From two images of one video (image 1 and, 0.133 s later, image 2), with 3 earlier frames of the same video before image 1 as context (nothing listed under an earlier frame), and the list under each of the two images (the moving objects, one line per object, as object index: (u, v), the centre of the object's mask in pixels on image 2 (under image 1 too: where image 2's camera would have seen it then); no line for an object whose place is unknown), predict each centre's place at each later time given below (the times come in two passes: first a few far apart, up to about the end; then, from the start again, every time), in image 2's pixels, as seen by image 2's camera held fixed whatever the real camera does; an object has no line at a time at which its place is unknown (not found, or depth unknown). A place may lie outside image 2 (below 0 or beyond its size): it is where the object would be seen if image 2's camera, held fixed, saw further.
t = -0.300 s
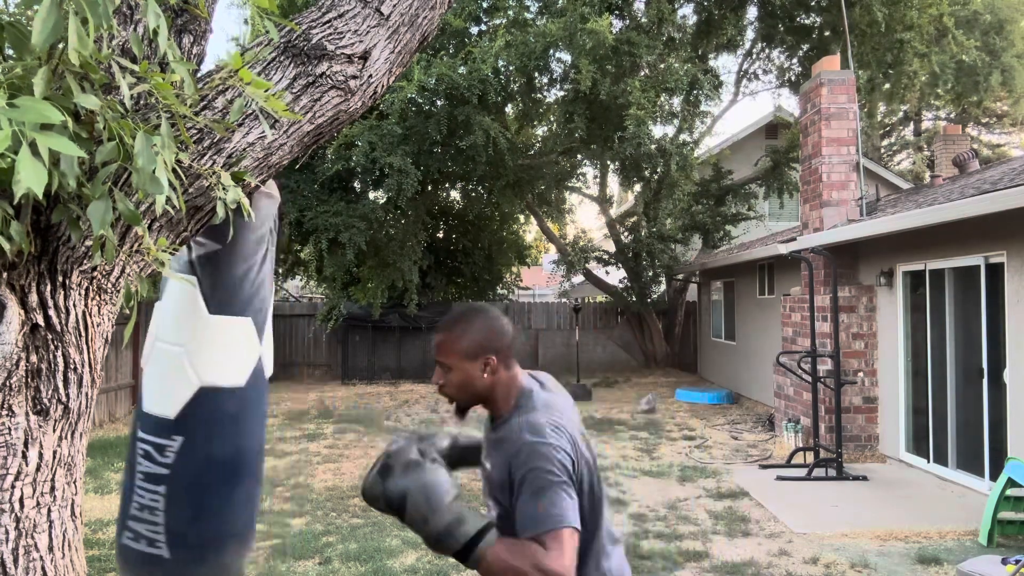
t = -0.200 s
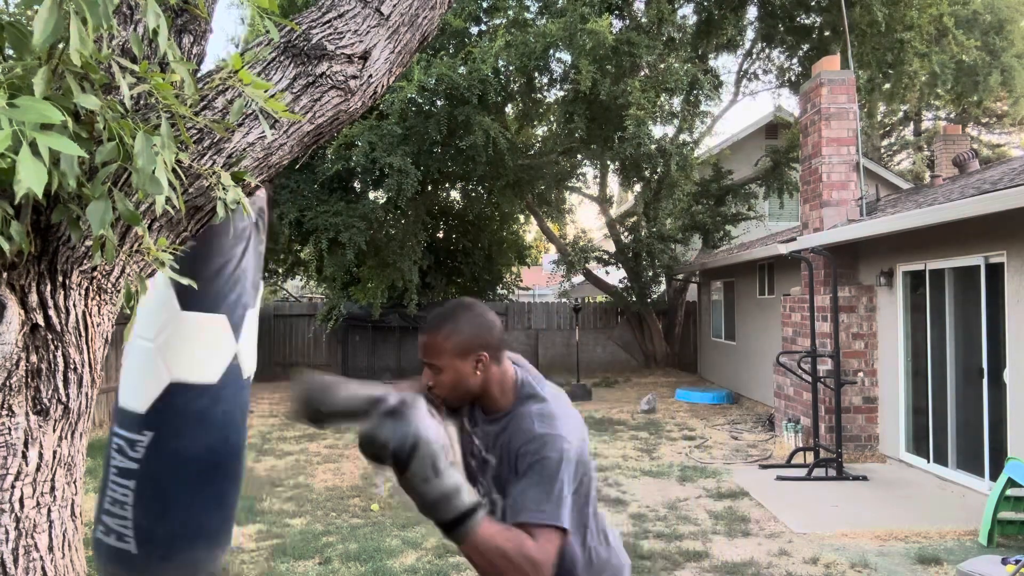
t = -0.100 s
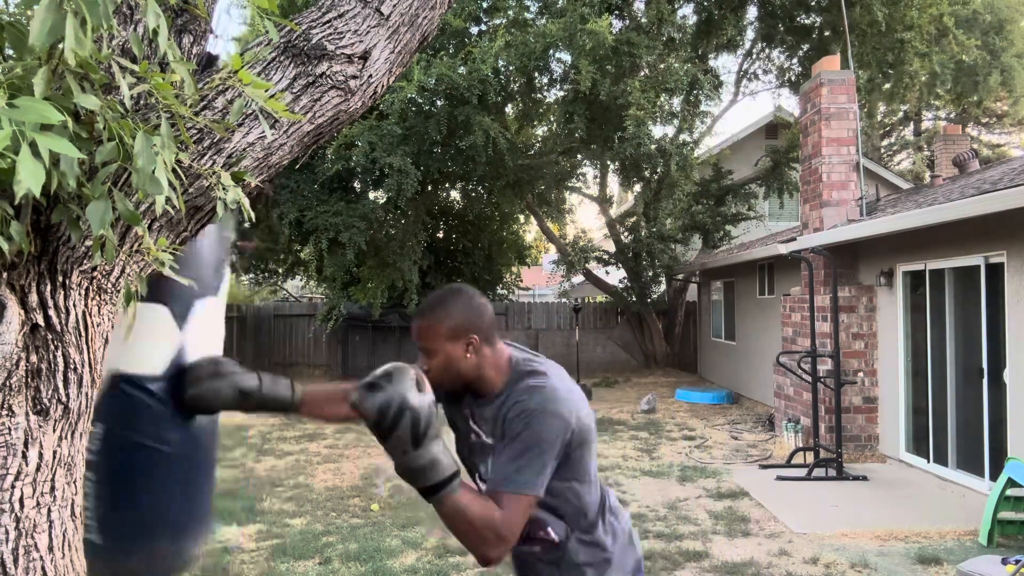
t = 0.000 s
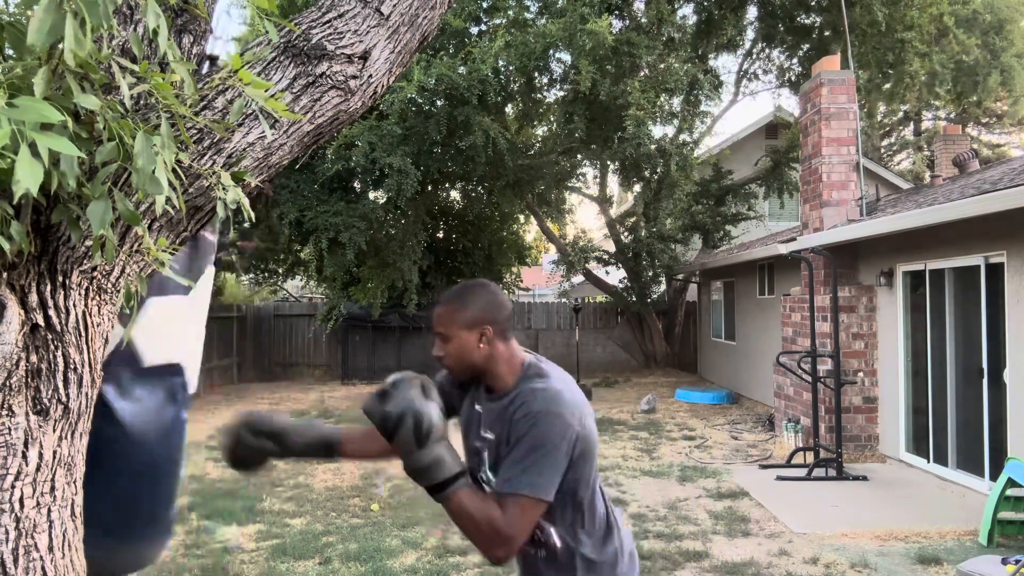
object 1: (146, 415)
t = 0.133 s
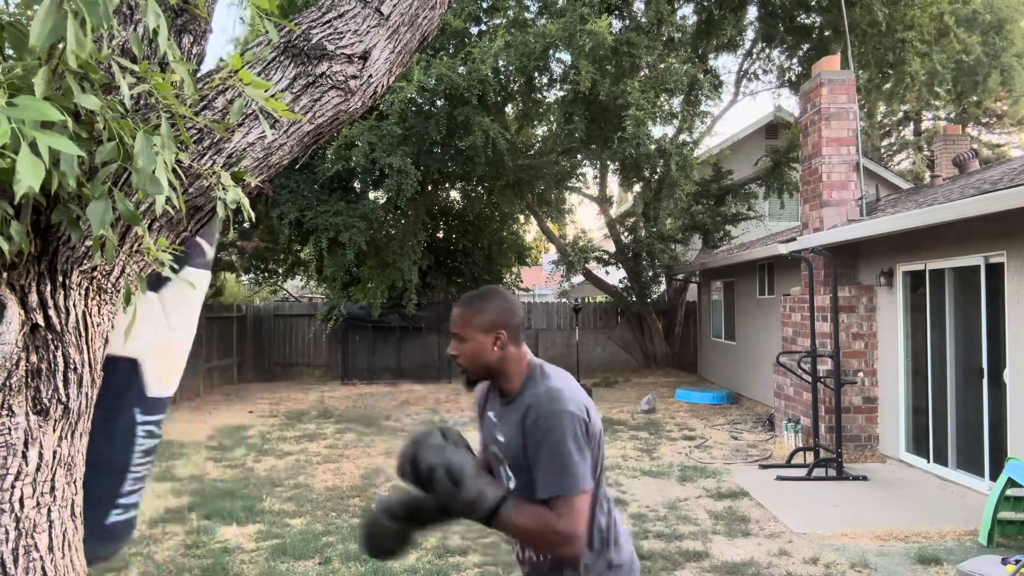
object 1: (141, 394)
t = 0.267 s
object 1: (128, 408)
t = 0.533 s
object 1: (153, 402)
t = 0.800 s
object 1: (231, 386)
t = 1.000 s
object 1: (305, 370)
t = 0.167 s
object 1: (137, 395)
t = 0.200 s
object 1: (134, 397)
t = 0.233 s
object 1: (132, 399)
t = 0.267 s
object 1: (128, 408)
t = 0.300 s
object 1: (129, 411)
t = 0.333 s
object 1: (133, 401)
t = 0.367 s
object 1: (137, 399)
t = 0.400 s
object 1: (141, 396)
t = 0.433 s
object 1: (145, 394)
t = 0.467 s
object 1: (149, 396)
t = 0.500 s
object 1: (151, 397)
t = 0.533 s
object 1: (153, 402)
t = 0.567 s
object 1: (156, 407)
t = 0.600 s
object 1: (160, 410)
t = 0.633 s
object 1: (166, 410)
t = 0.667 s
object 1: (179, 404)
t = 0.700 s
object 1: (193, 397)
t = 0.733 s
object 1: (207, 392)
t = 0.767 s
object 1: (219, 389)
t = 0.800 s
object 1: (231, 386)
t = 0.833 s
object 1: (243, 384)
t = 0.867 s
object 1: (255, 381)
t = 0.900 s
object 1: (269, 377)
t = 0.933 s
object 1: (282, 375)
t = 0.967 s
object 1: (294, 373)
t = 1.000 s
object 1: (305, 370)
